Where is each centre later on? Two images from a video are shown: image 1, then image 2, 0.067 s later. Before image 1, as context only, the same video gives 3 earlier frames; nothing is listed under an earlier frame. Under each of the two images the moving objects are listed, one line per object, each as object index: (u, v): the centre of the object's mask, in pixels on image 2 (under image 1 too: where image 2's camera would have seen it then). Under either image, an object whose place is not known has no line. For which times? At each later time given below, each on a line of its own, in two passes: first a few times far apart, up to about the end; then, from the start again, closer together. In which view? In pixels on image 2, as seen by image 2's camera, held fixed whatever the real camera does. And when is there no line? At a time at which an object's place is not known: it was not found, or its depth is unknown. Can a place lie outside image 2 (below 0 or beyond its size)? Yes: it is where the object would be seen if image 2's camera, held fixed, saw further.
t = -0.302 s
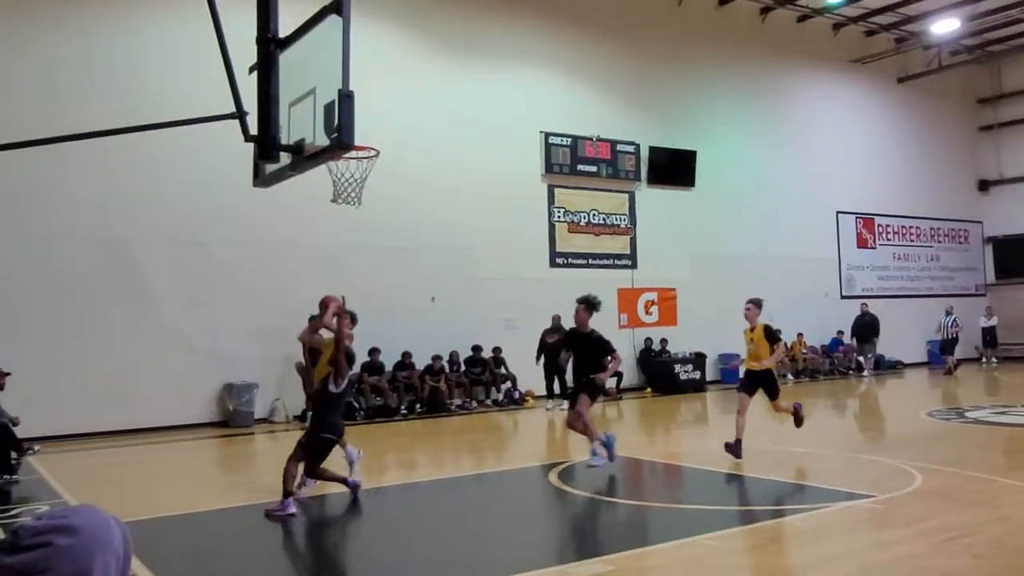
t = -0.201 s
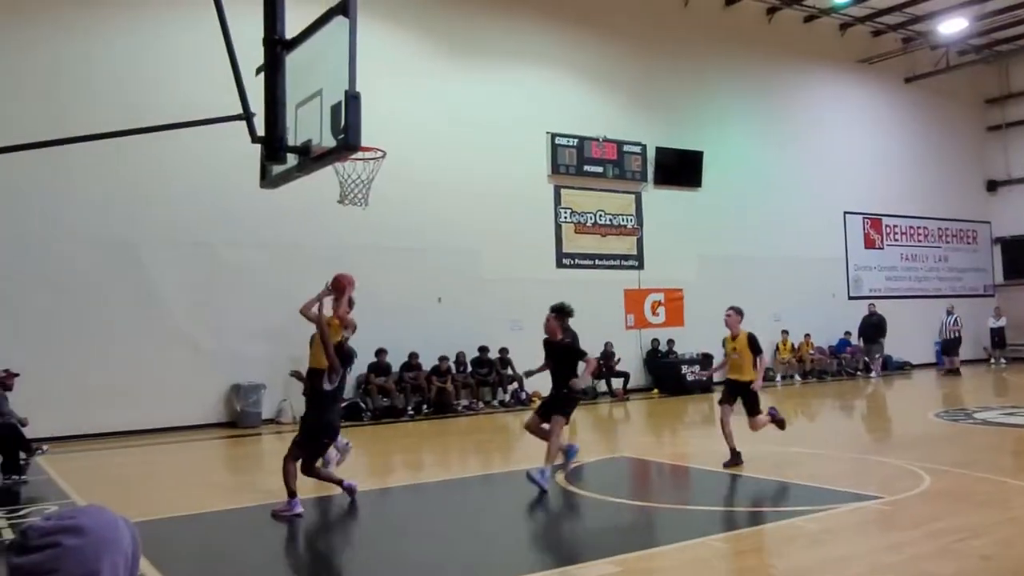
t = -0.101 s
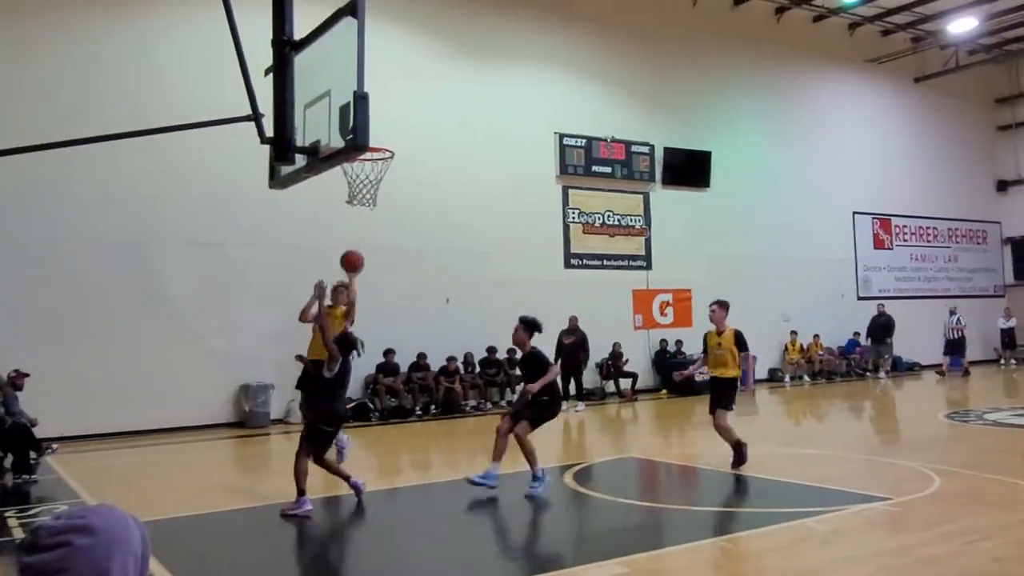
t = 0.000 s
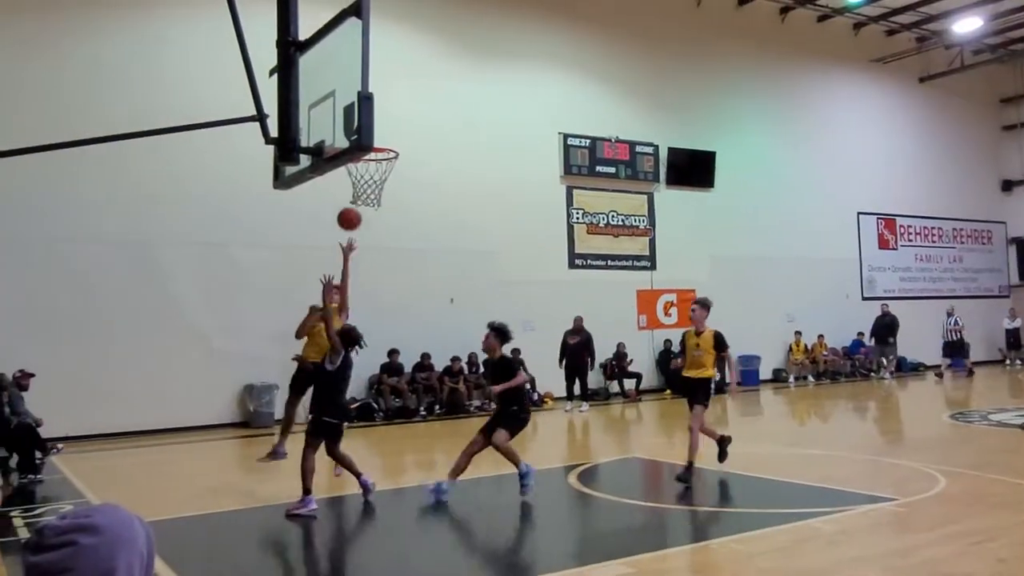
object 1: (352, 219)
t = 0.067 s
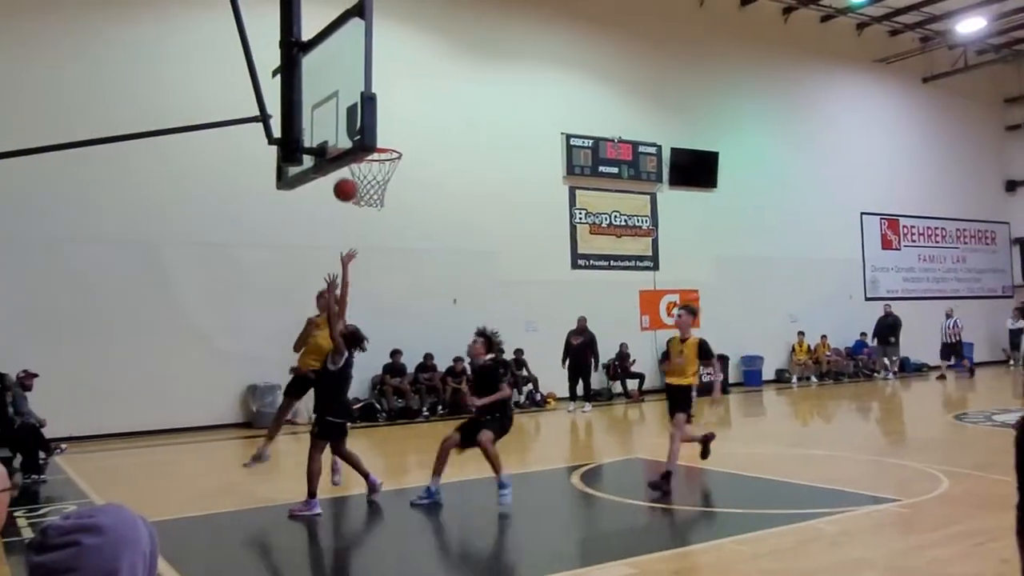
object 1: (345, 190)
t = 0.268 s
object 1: (322, 124)
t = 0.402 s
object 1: (322, 107)
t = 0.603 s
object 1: (381, 136)
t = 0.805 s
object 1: (415, 153)
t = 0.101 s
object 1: (342, 178)
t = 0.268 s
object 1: (322, 124)
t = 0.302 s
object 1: (319, 116)
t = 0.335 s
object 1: (315, 110)
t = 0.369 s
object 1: (315, 106)
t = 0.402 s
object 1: (322, 107)
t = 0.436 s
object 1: (330, 110)
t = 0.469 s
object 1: (337, 113)
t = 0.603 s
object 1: (381, 136)
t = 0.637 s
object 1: (385, 147)
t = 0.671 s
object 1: (389, 146)
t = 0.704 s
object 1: (397, 143)
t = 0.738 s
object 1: (402, 147)
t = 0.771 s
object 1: (409, 150)
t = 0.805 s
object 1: (415, 153)
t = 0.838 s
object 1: (422, 156)
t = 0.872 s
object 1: (429, 161)
